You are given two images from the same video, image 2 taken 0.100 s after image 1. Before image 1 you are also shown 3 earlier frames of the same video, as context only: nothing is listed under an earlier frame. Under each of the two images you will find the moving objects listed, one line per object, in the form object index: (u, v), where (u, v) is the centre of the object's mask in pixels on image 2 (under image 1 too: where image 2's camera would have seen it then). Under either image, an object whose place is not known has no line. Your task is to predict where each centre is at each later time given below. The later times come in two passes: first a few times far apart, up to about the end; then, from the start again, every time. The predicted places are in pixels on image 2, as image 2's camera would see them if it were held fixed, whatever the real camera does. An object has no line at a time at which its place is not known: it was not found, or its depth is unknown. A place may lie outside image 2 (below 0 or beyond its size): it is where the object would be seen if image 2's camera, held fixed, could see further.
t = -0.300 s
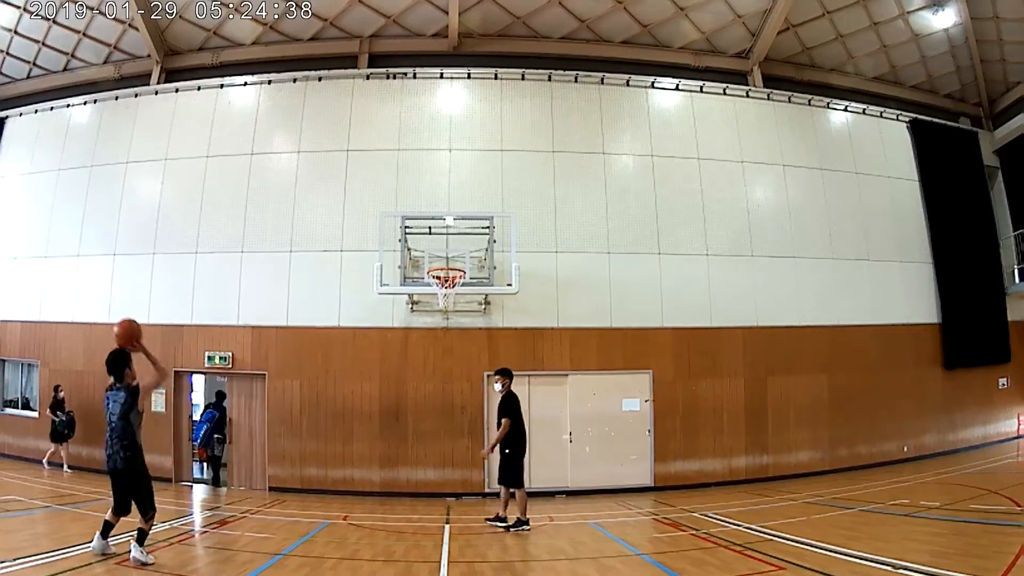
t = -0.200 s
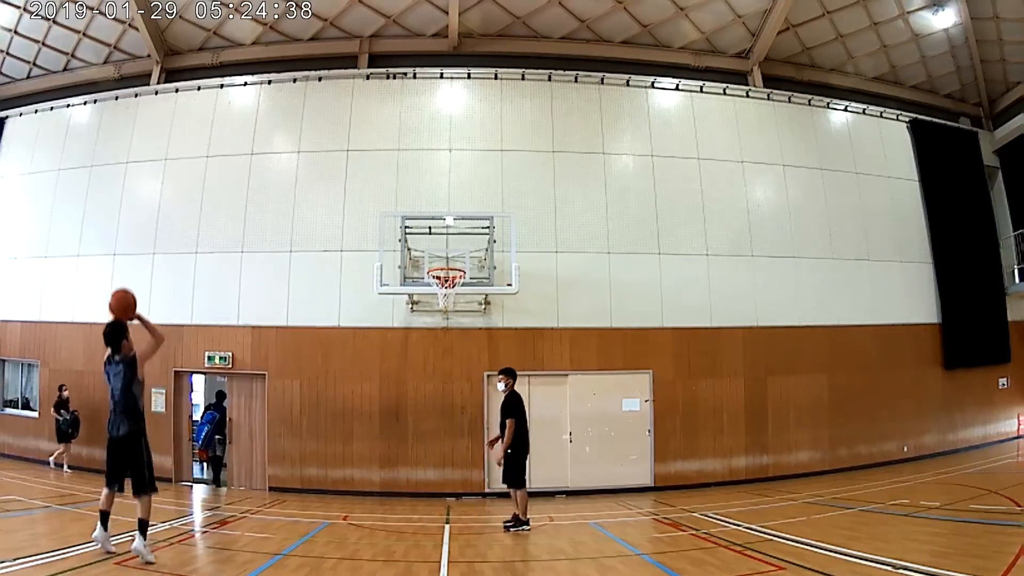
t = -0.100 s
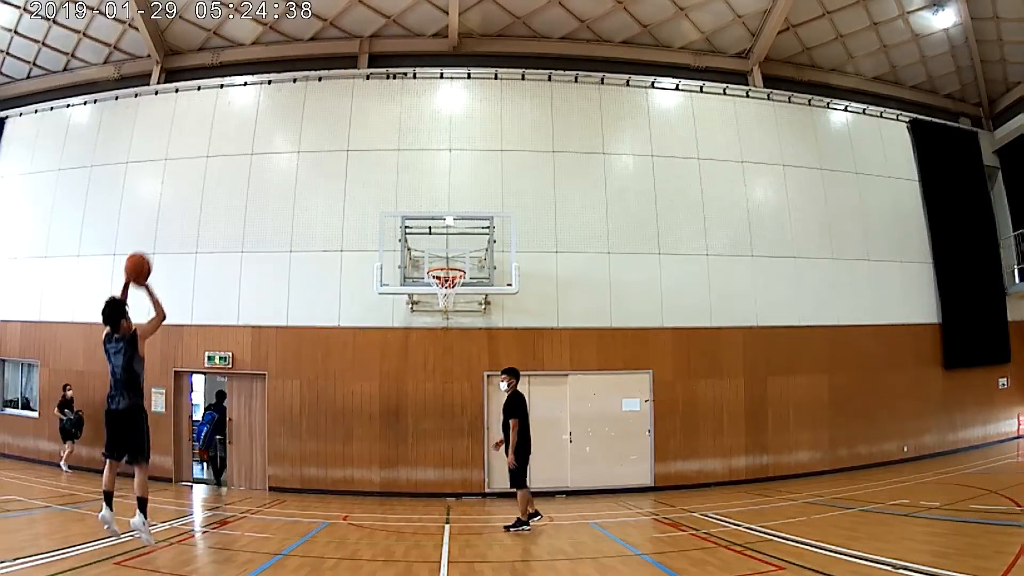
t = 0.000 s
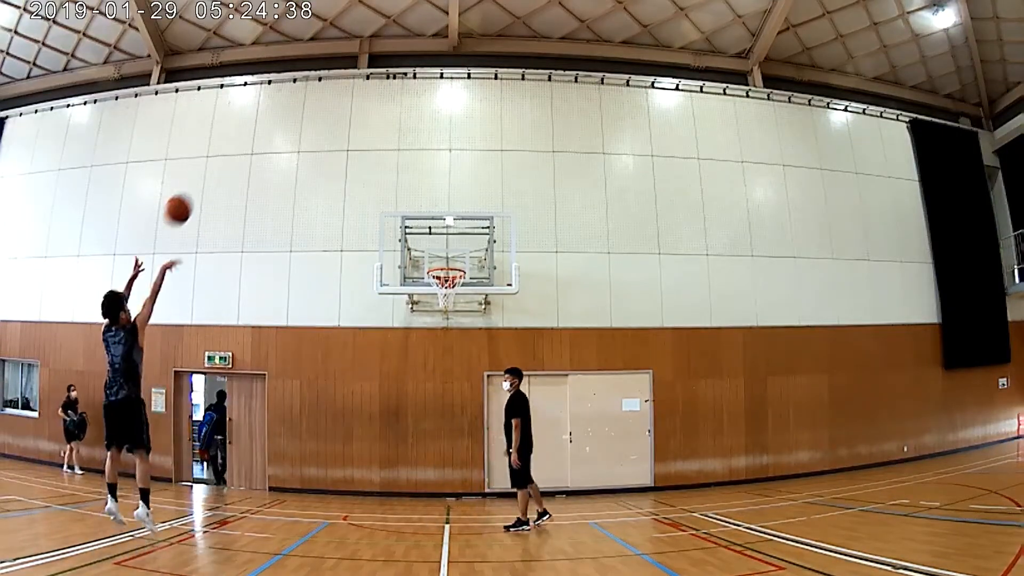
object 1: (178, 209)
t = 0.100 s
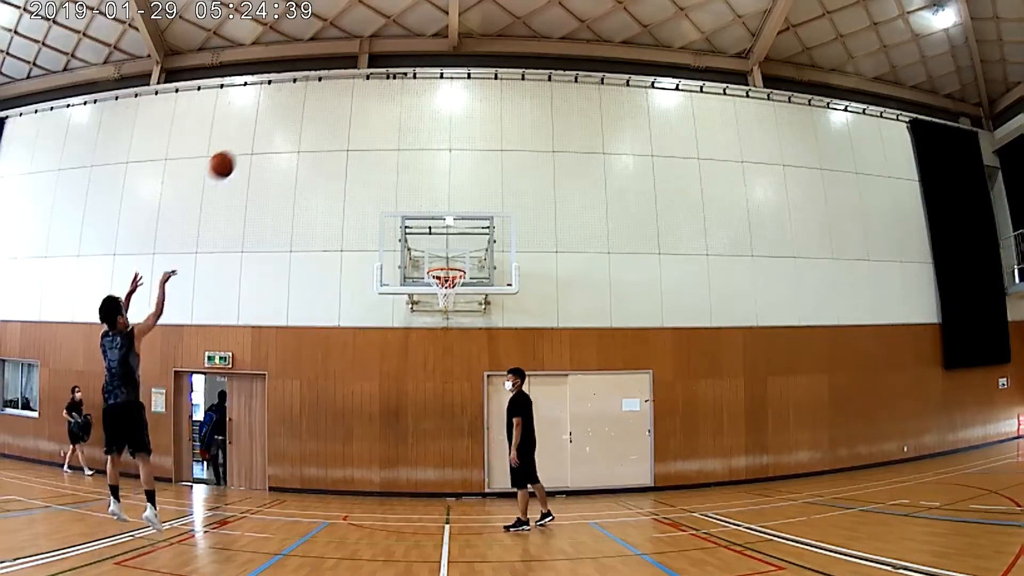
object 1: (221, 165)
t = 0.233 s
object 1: (271, 130)
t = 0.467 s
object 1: (340, 119)
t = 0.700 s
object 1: (392, 153)
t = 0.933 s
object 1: (435, 222)
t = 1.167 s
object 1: (450, 262)
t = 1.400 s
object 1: (429, 243)
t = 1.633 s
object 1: (406, 258)
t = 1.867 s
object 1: (382, 318)
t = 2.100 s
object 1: (357, 426)
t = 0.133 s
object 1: (235, 154)
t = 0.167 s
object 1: (248, 144)
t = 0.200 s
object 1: (260, 136)
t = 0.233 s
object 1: (271, 130)
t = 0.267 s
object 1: (282, 125)
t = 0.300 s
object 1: (293, 122)
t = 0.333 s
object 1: (303, 119)
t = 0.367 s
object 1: (313, 118)
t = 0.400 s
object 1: (322, 117)
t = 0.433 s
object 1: (331, 118)
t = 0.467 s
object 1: (340, 119)
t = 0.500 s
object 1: (348, 121)
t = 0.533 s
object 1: (356, 125)
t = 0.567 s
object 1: (364, 129)
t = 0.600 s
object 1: (371, 133)
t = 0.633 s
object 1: (379, 139)
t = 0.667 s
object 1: (386, 146)
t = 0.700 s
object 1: (392, 153)
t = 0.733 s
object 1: (399, 161)
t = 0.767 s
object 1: (405, 169)
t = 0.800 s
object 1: (412, 179)
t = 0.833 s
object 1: (418, 189)
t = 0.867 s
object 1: (424, 199)
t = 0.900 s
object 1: (430, 211)
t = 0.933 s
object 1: (435, 222)
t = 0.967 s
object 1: (441, 235)
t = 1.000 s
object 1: (447, 248)
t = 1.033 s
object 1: (453, 261)
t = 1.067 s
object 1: (453, 263)
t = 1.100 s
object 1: (453, 264)
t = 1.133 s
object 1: (453, 264)
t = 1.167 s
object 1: (450, 262)
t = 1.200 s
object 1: (447, 259)
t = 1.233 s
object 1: (444, 256)
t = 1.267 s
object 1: (441, 253)
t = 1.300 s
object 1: (438, 249)
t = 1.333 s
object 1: (435, 247)
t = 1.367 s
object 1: (432, 245)
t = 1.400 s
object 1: (429, 243)
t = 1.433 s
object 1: (426, 243)
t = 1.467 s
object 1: (423, 244)
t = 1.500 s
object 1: (420, 245)
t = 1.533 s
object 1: (416, 247)
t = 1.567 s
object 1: (413, 250)
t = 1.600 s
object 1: (410, 254)
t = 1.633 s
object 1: (406, 258)
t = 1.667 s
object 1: (403, 264)
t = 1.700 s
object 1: (399, 271)
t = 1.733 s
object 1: (396, 278)
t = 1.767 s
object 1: (392, 287)
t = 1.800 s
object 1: (389, 296)
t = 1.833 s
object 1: (385, 307)
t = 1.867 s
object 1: (382, 318)
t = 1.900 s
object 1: (379, 331)
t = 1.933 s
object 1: (376, 345)
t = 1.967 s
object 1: (371, 359)
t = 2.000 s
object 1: (368, 375)
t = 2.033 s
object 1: (366, 391)
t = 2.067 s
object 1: (361, 408)
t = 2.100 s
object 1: (357, 426)
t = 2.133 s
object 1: (354, 446)
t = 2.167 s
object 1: (352, 455)
